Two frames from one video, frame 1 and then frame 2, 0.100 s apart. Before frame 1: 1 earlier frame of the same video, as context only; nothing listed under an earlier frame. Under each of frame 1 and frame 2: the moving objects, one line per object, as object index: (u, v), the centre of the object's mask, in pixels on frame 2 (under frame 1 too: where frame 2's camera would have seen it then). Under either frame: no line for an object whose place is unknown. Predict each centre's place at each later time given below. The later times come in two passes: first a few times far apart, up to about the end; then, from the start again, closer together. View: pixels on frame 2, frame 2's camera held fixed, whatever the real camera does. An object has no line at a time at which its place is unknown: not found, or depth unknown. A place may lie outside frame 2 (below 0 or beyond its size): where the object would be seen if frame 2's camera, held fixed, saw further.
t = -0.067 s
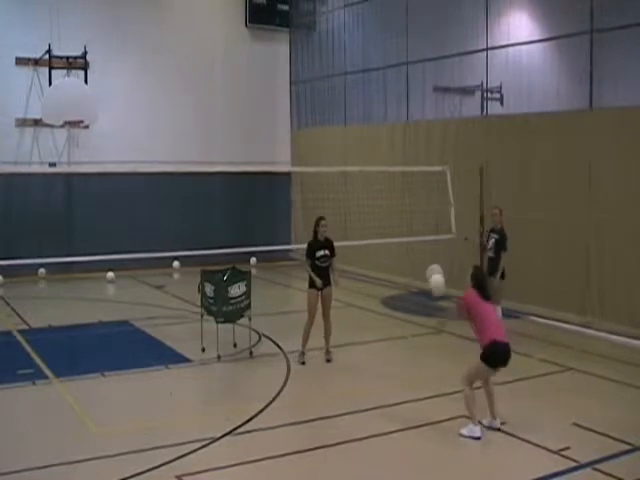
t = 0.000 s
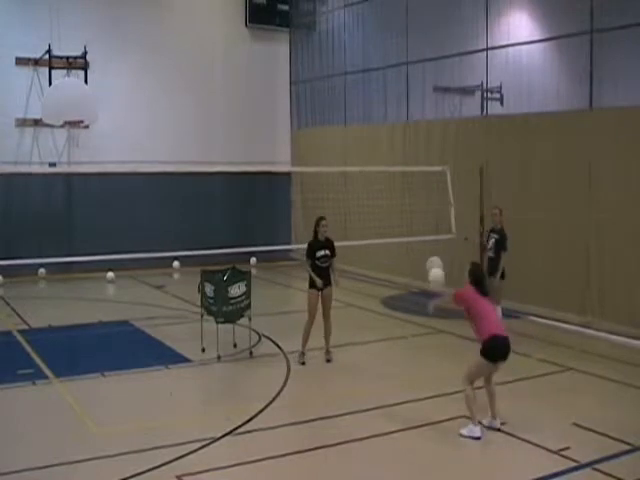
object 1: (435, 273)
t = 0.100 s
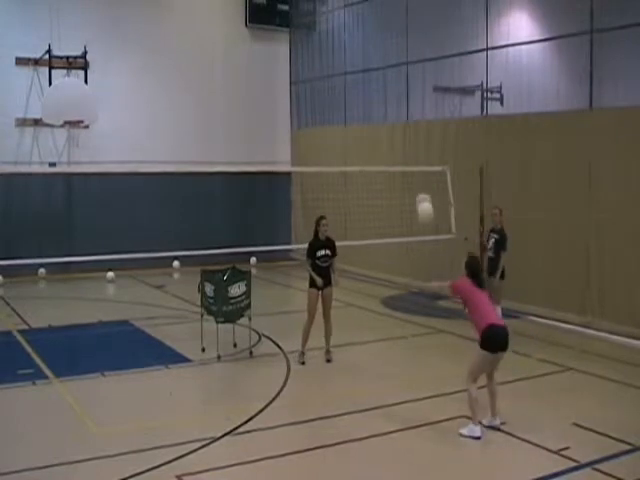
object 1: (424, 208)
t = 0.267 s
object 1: (407, 128)
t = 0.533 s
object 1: (380, 72)
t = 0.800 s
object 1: (356, 87)
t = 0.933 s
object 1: (345, 118)
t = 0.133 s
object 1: (420, 190)
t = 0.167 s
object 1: (417, 173)
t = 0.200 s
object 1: (414, 155)
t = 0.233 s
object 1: (410, 142)
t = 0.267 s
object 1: (407, 128)
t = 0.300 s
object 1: (404, 117)
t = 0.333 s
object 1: (400, 106)
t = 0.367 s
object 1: (397, 98)
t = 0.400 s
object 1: (393, 90)
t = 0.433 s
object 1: (390, 84)
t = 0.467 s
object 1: (387, 79)
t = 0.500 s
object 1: (384, 74)
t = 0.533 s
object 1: (380, 72)
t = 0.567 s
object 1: (377, 70)
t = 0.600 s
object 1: (375, 69)
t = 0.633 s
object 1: (372, 69)
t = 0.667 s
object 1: (368, 70)
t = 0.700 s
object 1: (366, 73)
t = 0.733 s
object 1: (362, 78)
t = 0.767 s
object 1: (359, 82)
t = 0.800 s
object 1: (356, 87)
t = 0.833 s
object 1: (354, 93)
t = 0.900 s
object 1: (348, 110)
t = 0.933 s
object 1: (345, 118)
